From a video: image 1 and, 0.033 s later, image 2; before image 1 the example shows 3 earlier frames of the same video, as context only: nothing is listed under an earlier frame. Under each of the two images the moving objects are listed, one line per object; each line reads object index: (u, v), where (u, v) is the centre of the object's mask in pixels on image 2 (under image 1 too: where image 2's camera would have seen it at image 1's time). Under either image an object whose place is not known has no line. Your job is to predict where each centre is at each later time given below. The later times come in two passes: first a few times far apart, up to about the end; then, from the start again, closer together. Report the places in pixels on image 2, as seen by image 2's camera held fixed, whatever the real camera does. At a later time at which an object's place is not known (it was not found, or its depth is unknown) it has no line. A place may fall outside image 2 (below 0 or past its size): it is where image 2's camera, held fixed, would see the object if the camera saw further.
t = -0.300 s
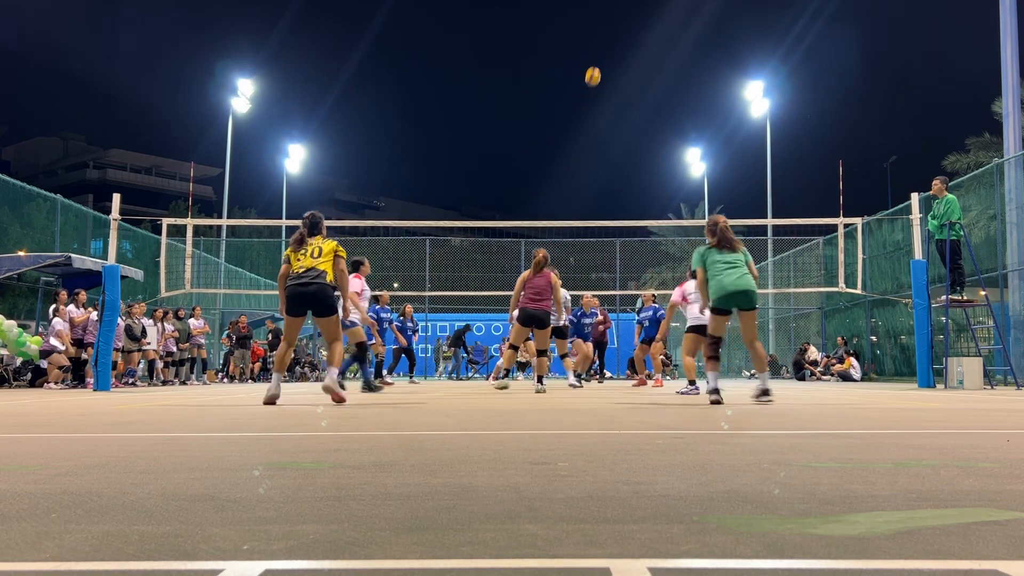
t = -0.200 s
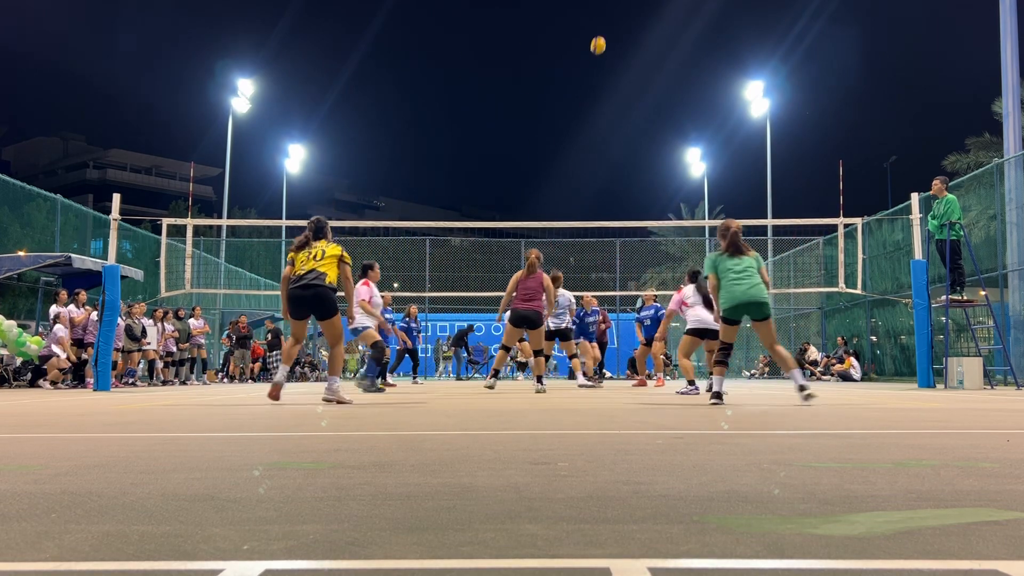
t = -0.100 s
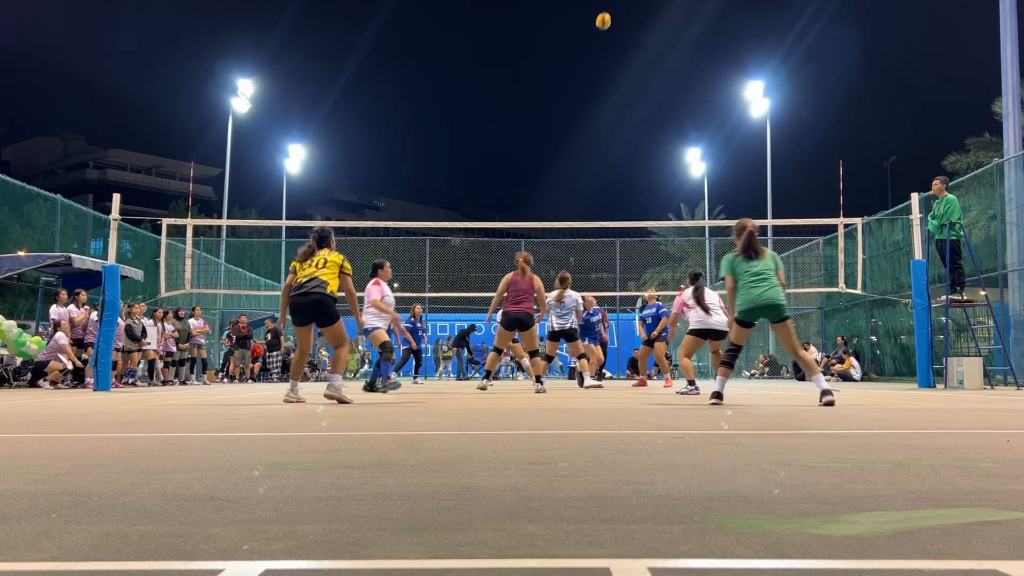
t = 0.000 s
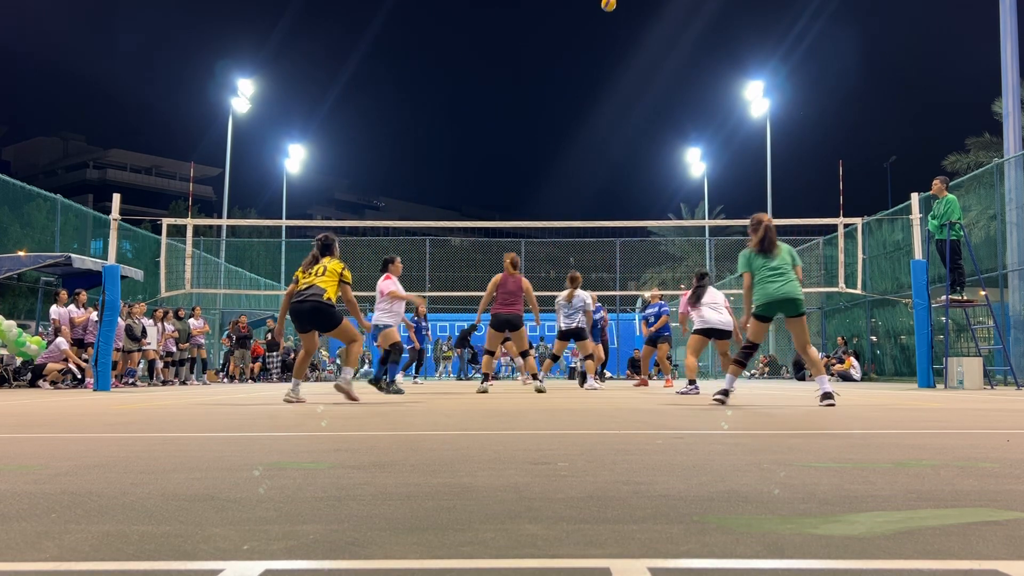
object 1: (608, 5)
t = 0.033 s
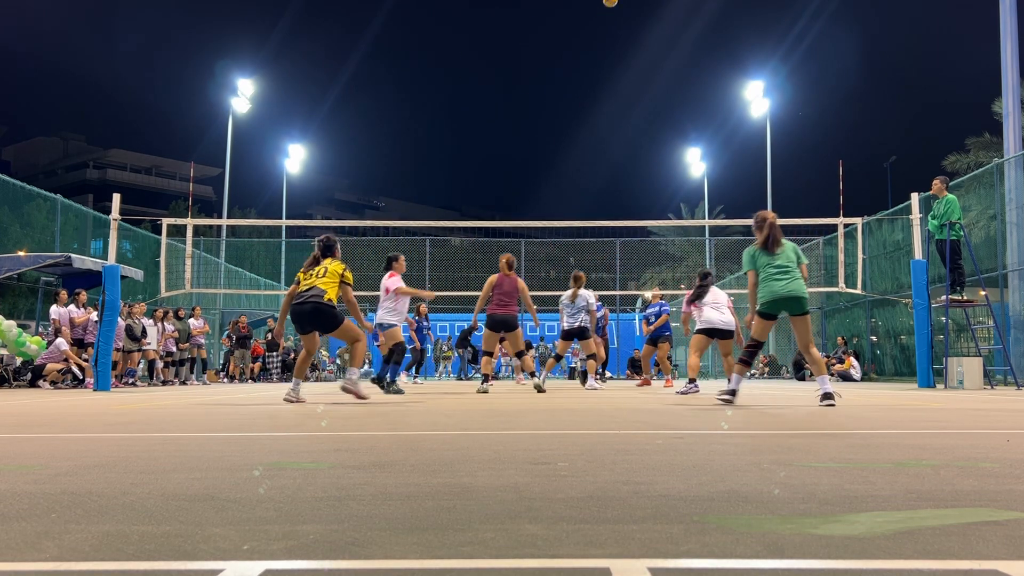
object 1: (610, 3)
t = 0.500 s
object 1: (636, 11)
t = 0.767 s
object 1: (651, 76)
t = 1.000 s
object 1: (666, 167)
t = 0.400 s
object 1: (631, 2)
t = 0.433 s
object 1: (632, 4)
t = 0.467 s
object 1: (634, 6)
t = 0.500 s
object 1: (636, 11)
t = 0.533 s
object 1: (638, 17)
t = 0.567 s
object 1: (640, 23)
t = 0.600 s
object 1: (642, 30)
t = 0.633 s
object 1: (644, 38)
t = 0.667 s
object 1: (646, 47)
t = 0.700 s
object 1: (648, 56)
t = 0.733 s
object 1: (649, 66)
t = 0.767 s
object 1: (651, 76)
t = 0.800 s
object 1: (653, 87)
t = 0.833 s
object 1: (656, 99)
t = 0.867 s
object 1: (658, 111)
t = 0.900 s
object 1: (660, 124)
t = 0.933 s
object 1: (662, 138)
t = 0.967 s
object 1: (664, 151)
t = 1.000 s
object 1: (666, 167)
